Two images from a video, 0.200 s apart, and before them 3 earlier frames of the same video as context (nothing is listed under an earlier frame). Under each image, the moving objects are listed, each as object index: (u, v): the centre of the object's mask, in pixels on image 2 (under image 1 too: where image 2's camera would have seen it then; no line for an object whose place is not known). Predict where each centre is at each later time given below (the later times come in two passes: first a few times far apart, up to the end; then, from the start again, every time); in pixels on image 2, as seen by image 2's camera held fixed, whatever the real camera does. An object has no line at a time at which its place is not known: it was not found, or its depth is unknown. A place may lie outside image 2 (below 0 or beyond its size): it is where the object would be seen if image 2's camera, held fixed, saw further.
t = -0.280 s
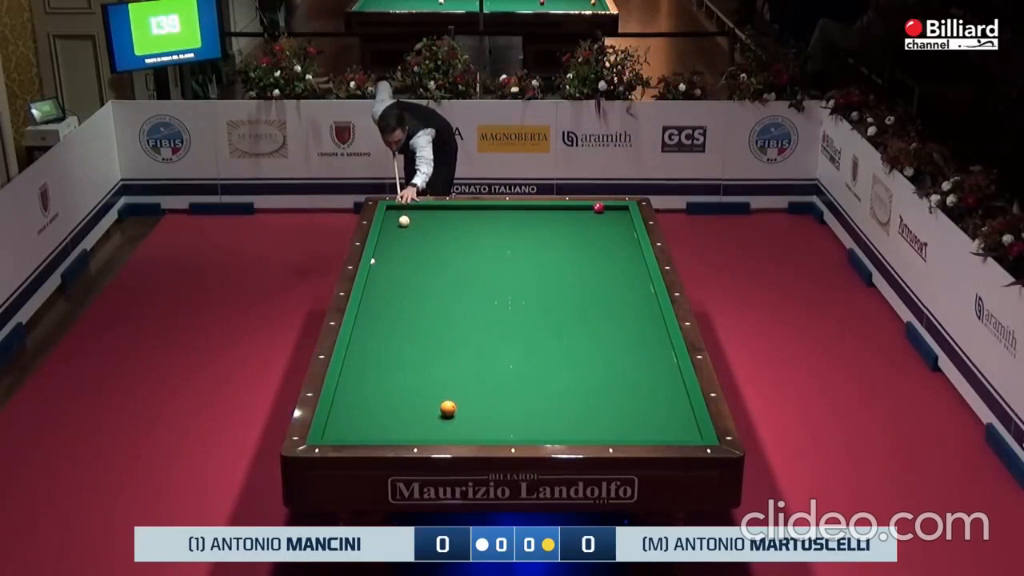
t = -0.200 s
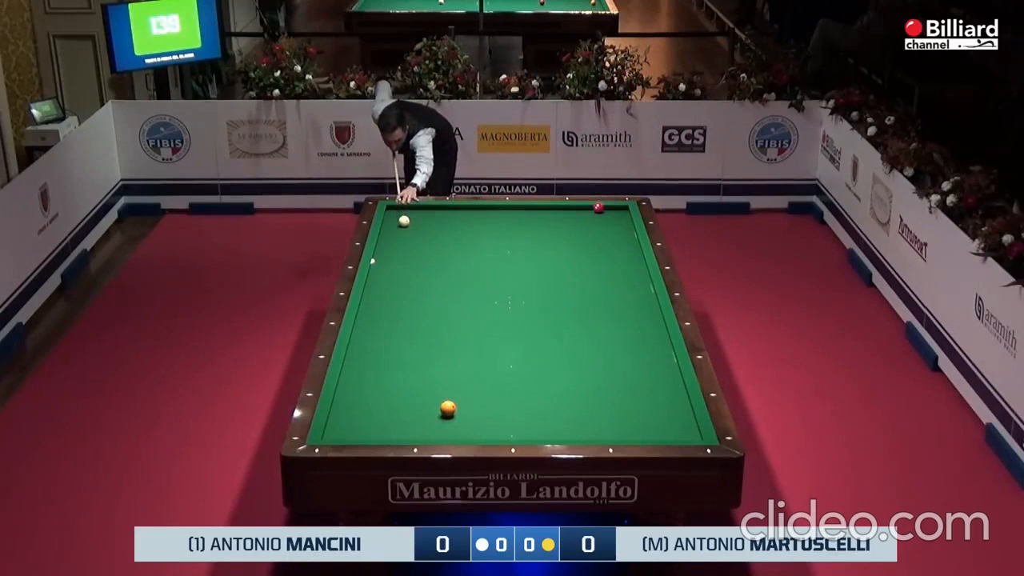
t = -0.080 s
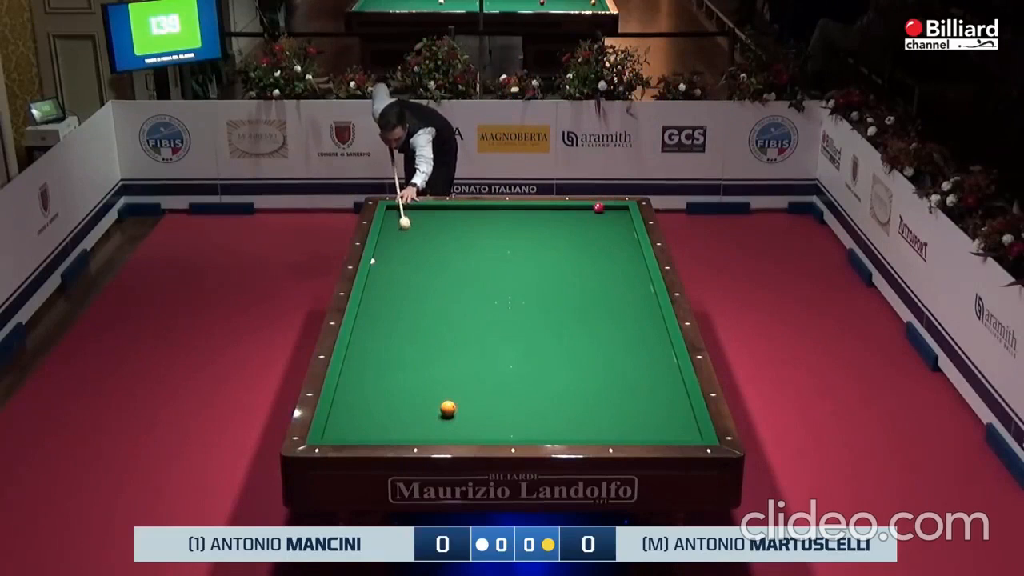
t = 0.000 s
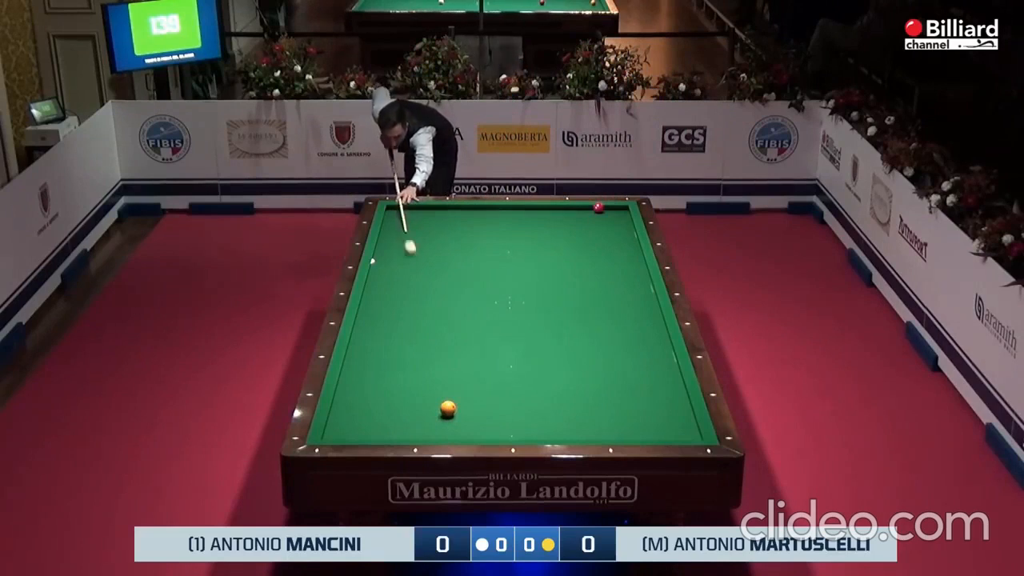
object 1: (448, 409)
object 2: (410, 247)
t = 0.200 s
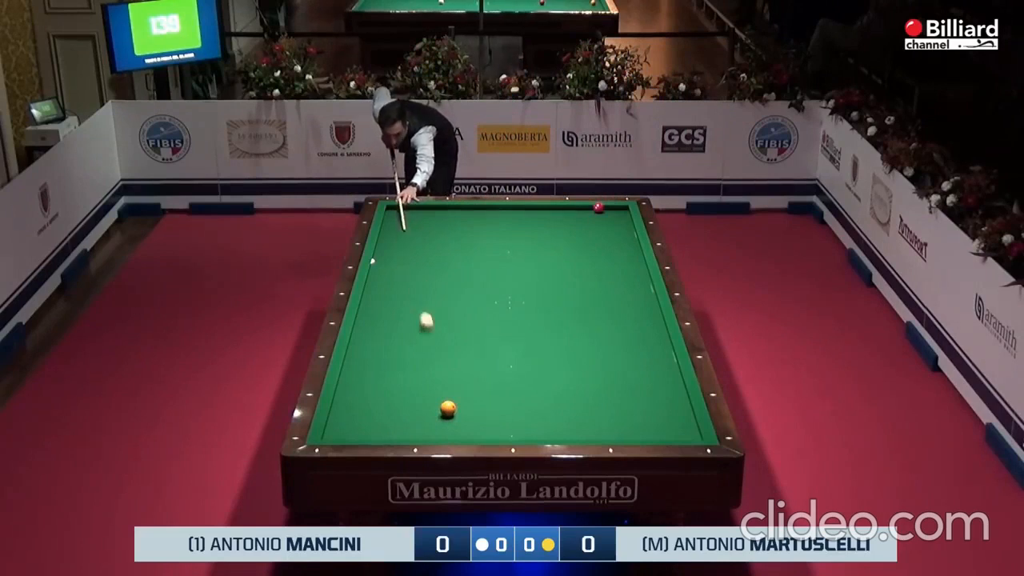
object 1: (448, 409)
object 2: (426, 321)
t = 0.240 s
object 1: (448, 409)
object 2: (430, 337)
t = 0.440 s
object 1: (468, 433)
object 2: (432, 405)
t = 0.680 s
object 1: (506, 355)
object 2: (401, 413)
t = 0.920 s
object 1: (531, 300)
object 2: (370, 422)
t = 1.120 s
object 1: (547, 267)
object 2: (344, 429)
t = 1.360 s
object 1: (563, 233)
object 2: (341, 433)
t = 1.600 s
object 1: (576, 209)
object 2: (354, 435)
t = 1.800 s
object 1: (579, 229)
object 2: (364, 433)
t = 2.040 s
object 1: (584, 249)
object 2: (375, 432)
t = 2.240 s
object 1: (588, 264)
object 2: (383, 431)
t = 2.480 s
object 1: (594, 285)
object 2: (393, 430)
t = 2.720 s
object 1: (600, 307)
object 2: (401, 429)
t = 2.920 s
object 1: (605, 326)
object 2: (408, 428)
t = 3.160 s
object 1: (612, 351)
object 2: (416, 426)
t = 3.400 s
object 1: (619, 379)
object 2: (423, 425)
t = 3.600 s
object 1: (626, 404)
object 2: (428, 424)
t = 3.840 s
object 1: (634, 433)
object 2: (434, 423)
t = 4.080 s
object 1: (630, 417)
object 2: (439, 422)
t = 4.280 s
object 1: (626, 403)
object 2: (443, 421)
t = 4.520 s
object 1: (622, 386)
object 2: (447, 421)
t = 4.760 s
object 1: (618, 371)
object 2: (450, 421)
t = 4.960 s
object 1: (615, 359)
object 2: (453, 421)
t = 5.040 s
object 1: (614, 354)
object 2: (453, 420)
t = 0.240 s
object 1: (448, 409)
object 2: (430, 337)
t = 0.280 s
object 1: (448, 409)
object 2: (434, 355)
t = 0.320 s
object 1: (448, 409)
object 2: (438, 374)
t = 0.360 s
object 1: (448, 409)
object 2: (442, 393)
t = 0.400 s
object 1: (456, 421)
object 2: (439, 403)
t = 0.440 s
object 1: (468, 433)
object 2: (432, 405)
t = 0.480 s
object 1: (475, 420)
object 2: (427, 406)
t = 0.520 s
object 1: (482, 405)
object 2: (422, 408)
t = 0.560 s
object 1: (489, 392)
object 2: (416, 409)
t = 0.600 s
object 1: (495, 379)
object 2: (411, 410)
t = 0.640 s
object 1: (500, 367)
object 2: (406, 412)
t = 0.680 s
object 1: (506, 355)
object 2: (401, 413)
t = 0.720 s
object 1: (510, 345)
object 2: (396, 415)
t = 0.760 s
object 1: (515, 335)
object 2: (391, 416)
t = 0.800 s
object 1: (520, 326)
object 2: (385, 418)
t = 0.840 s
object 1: (524, 317)
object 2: (380, 419)
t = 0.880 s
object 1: (528, 308)
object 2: (375, 420)
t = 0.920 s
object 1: (531, 300)
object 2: (370, 422)
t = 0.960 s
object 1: (535, 293)
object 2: (364, 423)
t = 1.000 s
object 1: (538, 286)
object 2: (359, 425)
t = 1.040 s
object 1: (541, 280)
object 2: (354, 426)
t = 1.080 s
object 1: (544, 273)
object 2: (349, 427)
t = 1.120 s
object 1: (547, 267)
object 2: (344, 429)
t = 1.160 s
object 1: (550, 261)
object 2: (339, 430)
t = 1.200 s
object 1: (553, 255)
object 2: (334, 431)
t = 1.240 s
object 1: (556, 249)
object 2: (333, 431)
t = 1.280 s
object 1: (558, 244)
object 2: (336, 432)
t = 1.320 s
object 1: (561, 239)
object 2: (338, 432)
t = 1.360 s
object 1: (563, 233)
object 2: (341, 433)
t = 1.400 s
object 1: (565, 228)
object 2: (343, 433)
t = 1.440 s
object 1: (568, 223)
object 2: (346, 434)
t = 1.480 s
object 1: (570, 218)
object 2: (348, 435)
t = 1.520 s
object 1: (572, 213)
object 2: (350, 435)
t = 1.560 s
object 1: (574, 209)
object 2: (352, 435)
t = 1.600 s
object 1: (576, 209)
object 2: (354, 435)
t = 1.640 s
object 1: (576, 213)
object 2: (356, 434)
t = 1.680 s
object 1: (577, 217)
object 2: (358, 434)
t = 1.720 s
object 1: (577, 221)
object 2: (360, 434)
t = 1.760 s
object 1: (578, 225)
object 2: (362, 433)
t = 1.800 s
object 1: (579, 229)
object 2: (364, 433)
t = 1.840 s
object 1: (580, 232)
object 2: (366, 433)
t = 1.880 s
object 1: (581, 236)
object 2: (367, 433)
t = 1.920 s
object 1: (582, 239)
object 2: (369, 432)
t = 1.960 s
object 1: (582, 242)
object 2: (371, 432)
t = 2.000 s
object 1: (583, 246)
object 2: (373, 432)
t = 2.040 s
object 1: (584, 249)
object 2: (375, 432)
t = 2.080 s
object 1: (585, 252)
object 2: (376, 432)
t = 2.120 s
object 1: (585, 255)
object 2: (378, 431)
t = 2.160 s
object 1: (587, 258)
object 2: (380, 431)
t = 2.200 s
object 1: (587, 261)
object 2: (382, 431)
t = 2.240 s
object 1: (588, 264)
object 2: (383, 431)
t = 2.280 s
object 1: (589, 268)
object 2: (385, 431)
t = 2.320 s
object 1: (590, 271)
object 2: (386, 431)
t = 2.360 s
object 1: (591, 274)
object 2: (388, 431)
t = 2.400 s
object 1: (592, 278)
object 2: (390, 430)
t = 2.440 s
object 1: (593, 281)
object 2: (391, 430)
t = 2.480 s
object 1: (594, 285)
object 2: (393, 430)
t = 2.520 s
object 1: (595, 288)
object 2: (394, 430)
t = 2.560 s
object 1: (596, 292)
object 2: (396, 430)
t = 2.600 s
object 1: (597, 296)
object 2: (397, 430)
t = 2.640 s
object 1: (598, 299)
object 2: (399, 429)
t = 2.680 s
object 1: (599, 303)
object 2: (400, 429)
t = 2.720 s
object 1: (600, 307)
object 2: (401, 429)
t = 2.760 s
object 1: (601, 311)
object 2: (403, 429)
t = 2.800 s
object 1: (602, 314)
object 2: (404, 429)
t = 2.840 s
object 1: (603, 318)
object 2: (405, 428)
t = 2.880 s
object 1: (604, 322)
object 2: (407, 428)
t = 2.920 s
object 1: (605, 326)
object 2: (408, 428)
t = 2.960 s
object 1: (606, 330)
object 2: (410, 428)
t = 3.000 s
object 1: (607, 334)
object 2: (411, 427)
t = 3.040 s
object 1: (608, 339)
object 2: (412, 427)
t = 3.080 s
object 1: (609, 343)
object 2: (413, 427)
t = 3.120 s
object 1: (611, 347)
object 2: (414, 427)
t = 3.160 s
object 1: (612, 351)
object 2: (416, 426)
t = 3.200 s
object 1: (613, 356)
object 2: (417, 426)
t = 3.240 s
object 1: (614, 360)
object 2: (418, 426)
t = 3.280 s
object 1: (615, 365)
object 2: (419, 425)
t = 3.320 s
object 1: (617, 370)
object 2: (420, 425)
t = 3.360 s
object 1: (618, 374)
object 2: (422, 425)
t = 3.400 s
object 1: (619, 379)
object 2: (423, 425)
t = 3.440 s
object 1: (620, 384)
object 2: (424, 425)
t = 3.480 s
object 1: (622, 389)
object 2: (425, 425)
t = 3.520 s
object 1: (623, 394)
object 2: (426, 424)
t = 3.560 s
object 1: (624, 399)
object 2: (427, 424)
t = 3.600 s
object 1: (626, 404)
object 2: (428, 424)
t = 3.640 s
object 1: (627, 409)
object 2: (429, 424)
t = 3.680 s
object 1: (628, 414)
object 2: (430, 424)
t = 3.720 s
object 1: (630, 420)
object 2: (431, 423)
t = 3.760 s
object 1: (631, 425)
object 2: (432, 423)
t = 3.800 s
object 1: (632, 430)
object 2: (433, 423)
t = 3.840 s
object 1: (634, 433)
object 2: (434, 423)
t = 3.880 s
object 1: (634, 433)
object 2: (435, 423)
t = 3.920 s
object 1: (633, 430)
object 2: (436, 423)
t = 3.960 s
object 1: (632, 427)
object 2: (437, 423)
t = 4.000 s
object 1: (631, 424)
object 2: (437, 422)
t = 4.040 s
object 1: (630, 420)
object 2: (438, 422)
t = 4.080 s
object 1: (630, 417)
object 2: (439, 422)
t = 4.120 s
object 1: (629, 415)
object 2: (440, 422)
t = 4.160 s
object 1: (628, 412)
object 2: (441, 422)
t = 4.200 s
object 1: (627, 408)
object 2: (441, 422)
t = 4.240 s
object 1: (627, 405)
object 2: (442, 421)
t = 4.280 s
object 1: (626, 403)
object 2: (443, 421)
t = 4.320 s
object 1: (625, 400)
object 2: (443, 421)
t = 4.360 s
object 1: (625, 397)
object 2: (444, 421)
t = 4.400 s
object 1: (624, 394)
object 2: (445, 421)
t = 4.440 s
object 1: (623, 391)
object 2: (446, 421)
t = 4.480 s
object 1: (623, 389)
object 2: (446, 421)
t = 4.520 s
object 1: (622, 386)
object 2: (447, 421)
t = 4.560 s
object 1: (621, 384)
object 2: (447, 421)
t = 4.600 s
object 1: (621, 381)
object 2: (448, 421)
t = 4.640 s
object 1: (620, 378)
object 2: (449, 421)
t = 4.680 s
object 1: (619, 376)
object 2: (449, 421)
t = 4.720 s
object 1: (619, 373)
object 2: (450, 421)
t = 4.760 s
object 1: (618, 371)
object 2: (450, 421)
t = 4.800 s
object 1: (618, 368)
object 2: (451, 421)
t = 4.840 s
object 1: (617, 366)
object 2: (451, 421)
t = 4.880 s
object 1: (616, 364)
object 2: (451, 421)
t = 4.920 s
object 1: (616, 361)
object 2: (452, 421)
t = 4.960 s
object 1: (615, 359)
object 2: (453, 421)
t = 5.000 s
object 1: (614, 357)
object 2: (453, 420)
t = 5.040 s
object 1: (614, 354)
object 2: (453, 420)
